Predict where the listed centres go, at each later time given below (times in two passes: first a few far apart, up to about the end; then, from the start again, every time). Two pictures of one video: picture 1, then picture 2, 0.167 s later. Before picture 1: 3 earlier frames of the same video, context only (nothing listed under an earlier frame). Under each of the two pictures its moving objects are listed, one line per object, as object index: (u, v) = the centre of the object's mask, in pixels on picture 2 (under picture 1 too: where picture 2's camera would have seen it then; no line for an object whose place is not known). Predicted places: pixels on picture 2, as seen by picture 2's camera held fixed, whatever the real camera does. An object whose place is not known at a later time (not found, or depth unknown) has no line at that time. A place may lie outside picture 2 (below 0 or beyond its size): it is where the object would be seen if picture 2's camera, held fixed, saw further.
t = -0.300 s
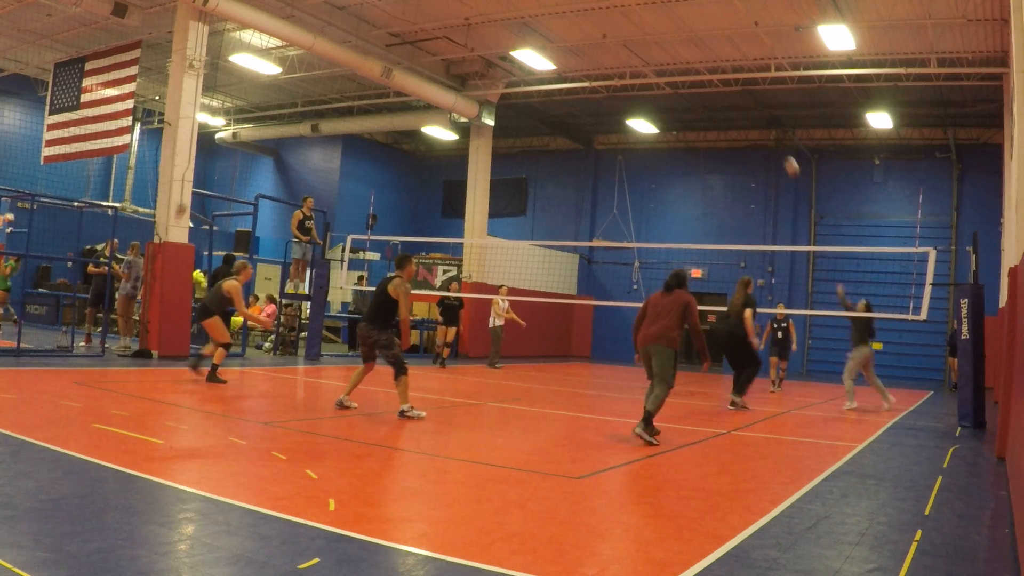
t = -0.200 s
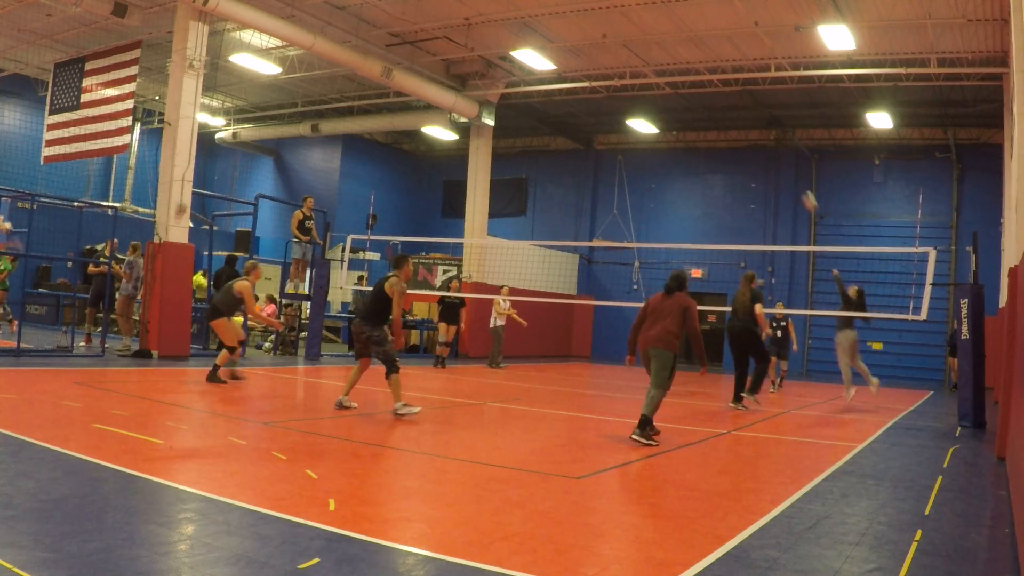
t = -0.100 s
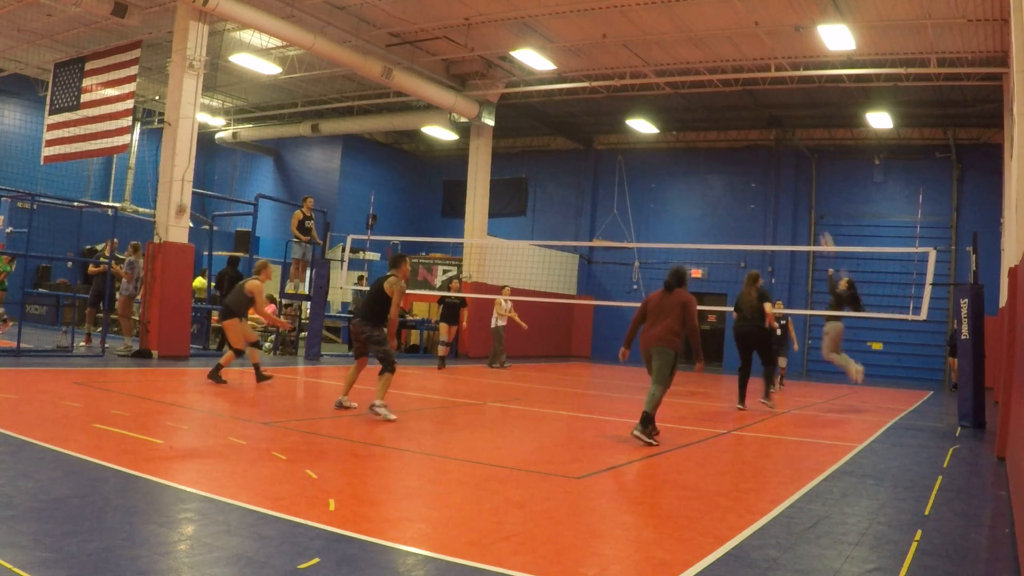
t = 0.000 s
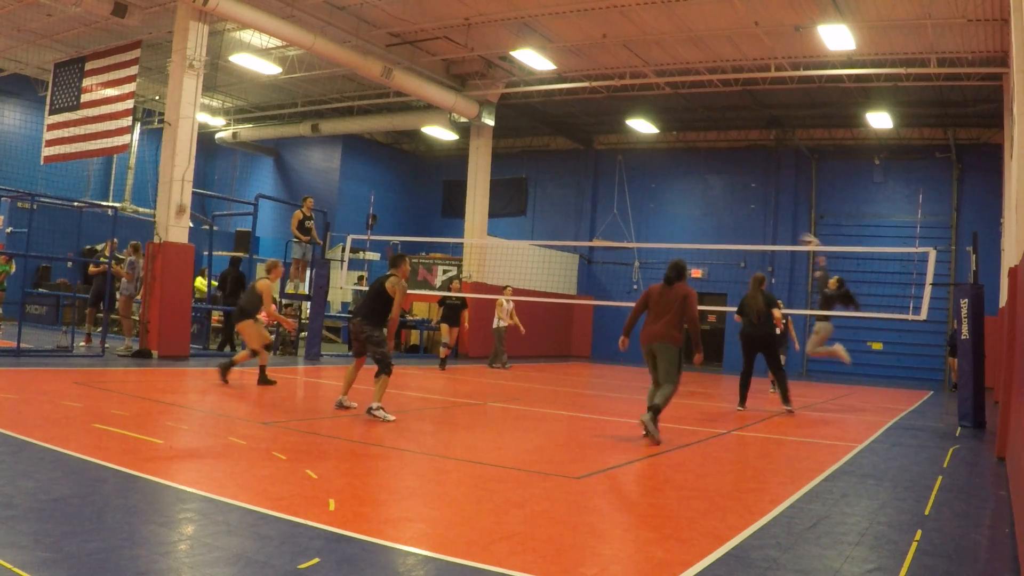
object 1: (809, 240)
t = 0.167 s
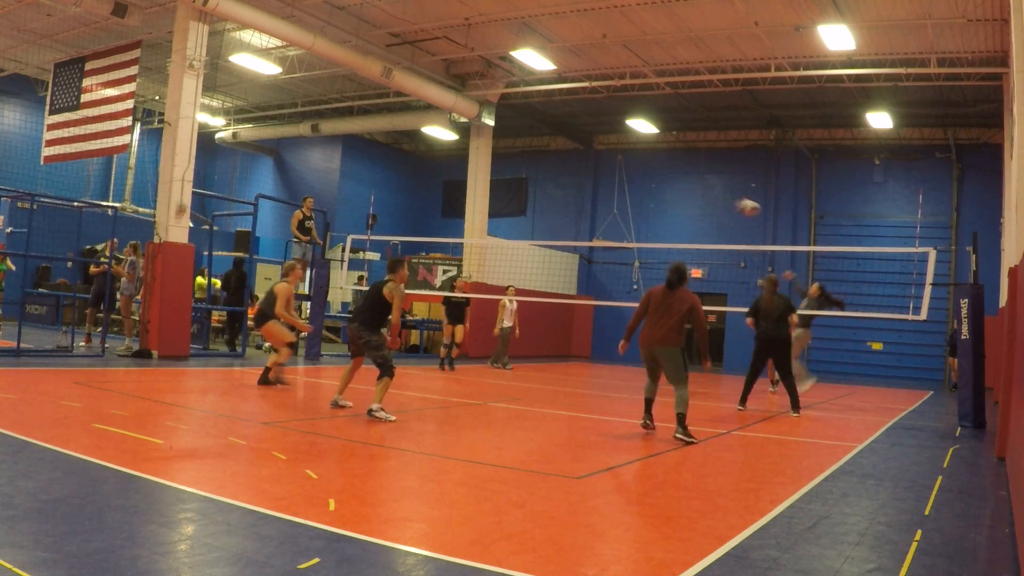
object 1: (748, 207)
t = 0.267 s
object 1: (705, 195)
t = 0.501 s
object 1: (585, 200)
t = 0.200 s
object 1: (734, 202)
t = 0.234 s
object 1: (719, 198)
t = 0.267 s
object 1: (705, 195)
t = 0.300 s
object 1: (689, 192)
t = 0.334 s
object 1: (674, 191)
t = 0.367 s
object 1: (657, 190)
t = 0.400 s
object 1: (641, 191)
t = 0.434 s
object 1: (622, 193)
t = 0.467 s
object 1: (605, 195)
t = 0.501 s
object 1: (585, 200)
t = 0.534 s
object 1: (566, 204)
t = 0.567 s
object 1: (545, 210)
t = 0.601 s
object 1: (525, 219)
